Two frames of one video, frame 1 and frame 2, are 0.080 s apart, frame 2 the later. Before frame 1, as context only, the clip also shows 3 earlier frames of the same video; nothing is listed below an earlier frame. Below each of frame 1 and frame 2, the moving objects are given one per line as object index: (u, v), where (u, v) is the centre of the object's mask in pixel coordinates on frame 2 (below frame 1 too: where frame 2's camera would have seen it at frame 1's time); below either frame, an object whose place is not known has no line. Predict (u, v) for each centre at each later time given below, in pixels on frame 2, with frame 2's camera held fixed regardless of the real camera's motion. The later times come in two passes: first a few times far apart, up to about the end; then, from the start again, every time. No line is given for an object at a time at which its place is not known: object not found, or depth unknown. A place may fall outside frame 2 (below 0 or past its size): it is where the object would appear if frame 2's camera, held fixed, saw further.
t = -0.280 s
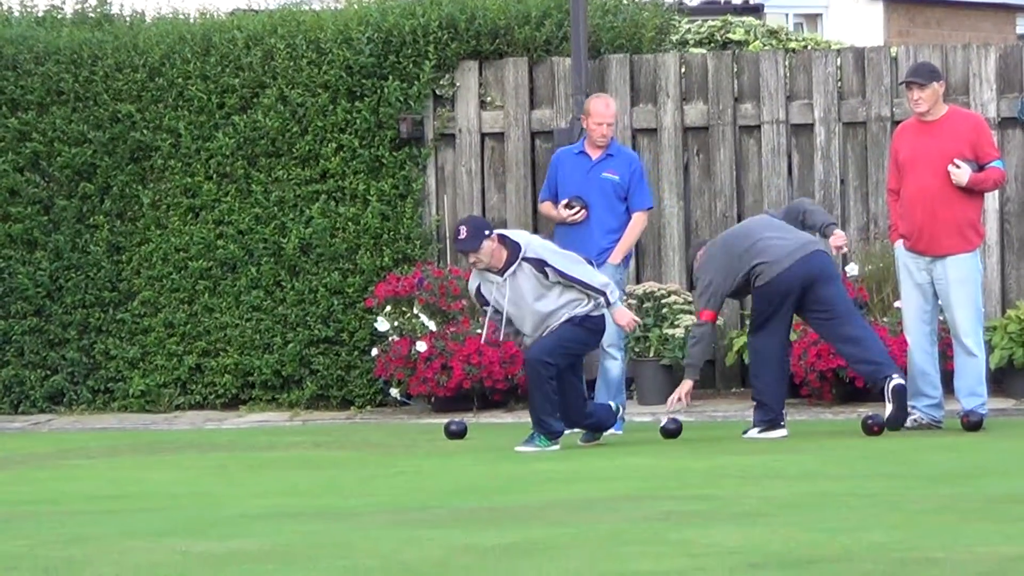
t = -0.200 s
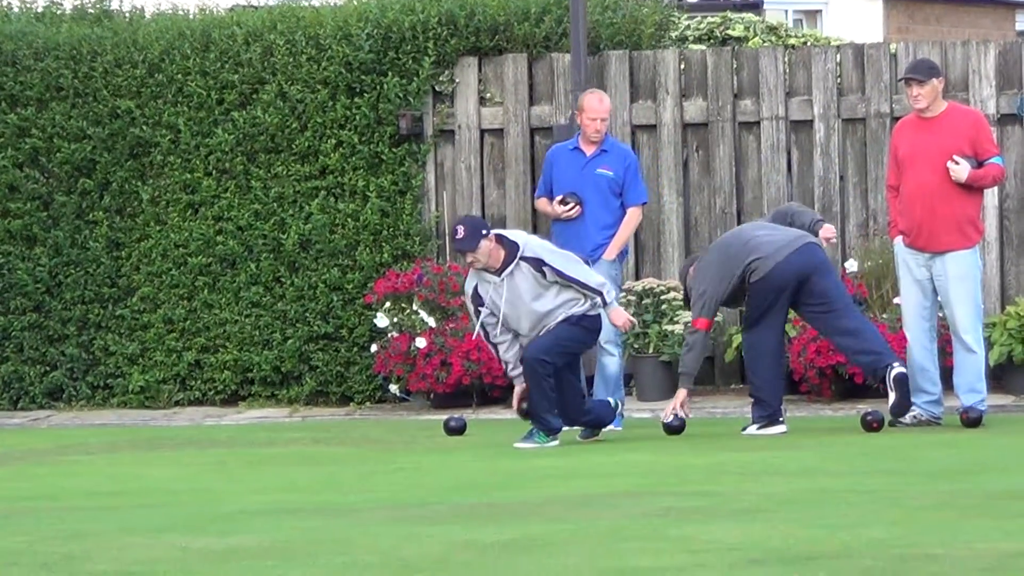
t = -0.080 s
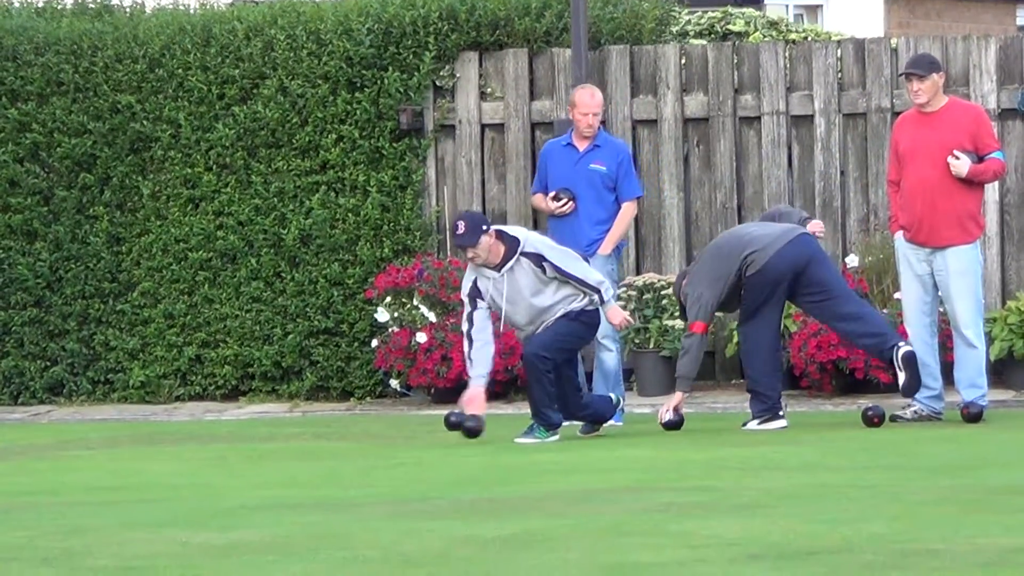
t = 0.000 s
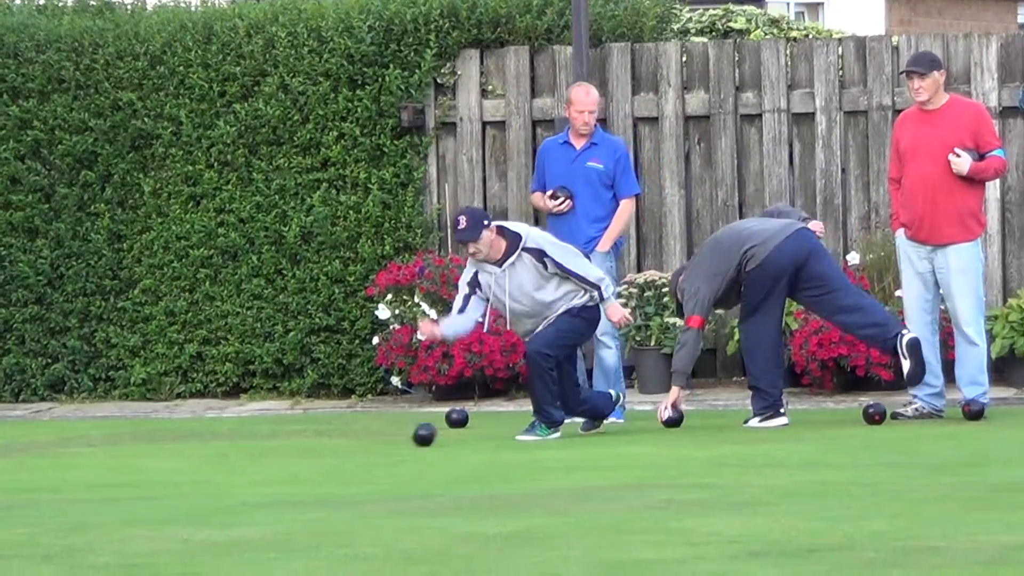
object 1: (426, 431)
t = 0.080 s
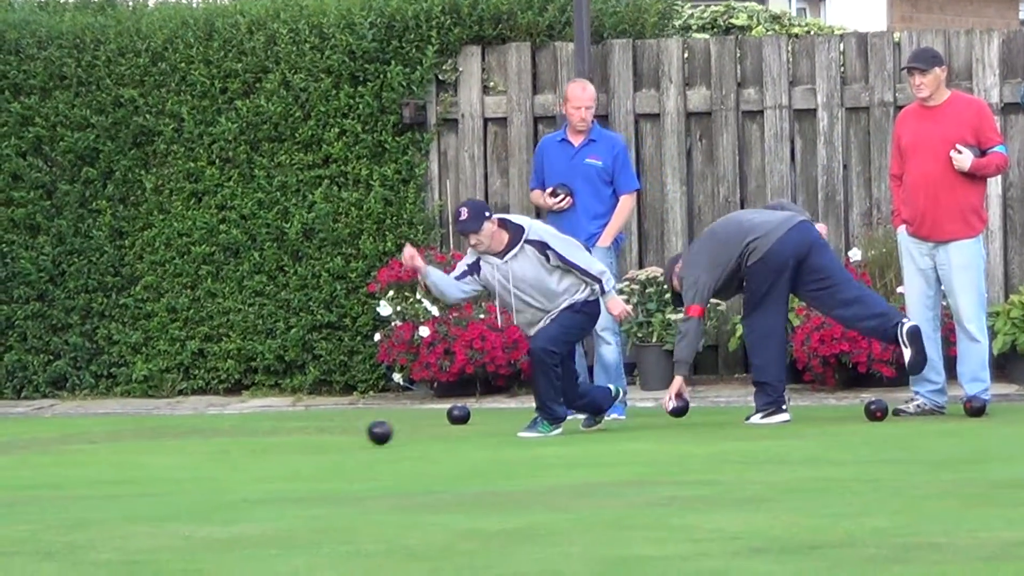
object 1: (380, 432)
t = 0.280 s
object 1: (272, 444)
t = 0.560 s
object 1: (134, 457)
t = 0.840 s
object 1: (-11, 472)
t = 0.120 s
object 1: (357, 436)
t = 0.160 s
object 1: (335, 438)
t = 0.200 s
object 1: (314, 439)
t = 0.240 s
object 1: (292, 444)
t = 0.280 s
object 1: (272, 444)
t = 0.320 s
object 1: (253, 446)
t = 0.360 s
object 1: (233, 451)
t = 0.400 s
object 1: (214, 451)
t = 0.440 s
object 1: (195, 453)
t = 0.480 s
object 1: (175, 456)
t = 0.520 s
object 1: (154, 455)
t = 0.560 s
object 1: (134, 457)
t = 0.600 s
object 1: (113, 462)
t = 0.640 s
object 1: (93, 463)
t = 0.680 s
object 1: (72, 466)
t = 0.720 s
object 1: (52, 468)
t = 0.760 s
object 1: (31, 469)
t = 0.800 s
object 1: (11, 470)
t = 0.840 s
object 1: (-11, 472)
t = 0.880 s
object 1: (-26, 474)
